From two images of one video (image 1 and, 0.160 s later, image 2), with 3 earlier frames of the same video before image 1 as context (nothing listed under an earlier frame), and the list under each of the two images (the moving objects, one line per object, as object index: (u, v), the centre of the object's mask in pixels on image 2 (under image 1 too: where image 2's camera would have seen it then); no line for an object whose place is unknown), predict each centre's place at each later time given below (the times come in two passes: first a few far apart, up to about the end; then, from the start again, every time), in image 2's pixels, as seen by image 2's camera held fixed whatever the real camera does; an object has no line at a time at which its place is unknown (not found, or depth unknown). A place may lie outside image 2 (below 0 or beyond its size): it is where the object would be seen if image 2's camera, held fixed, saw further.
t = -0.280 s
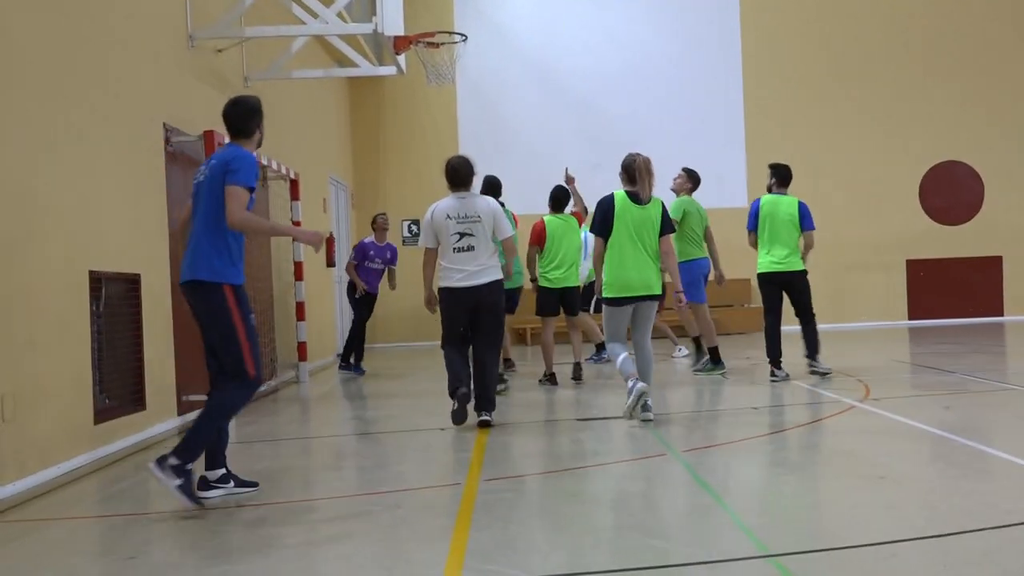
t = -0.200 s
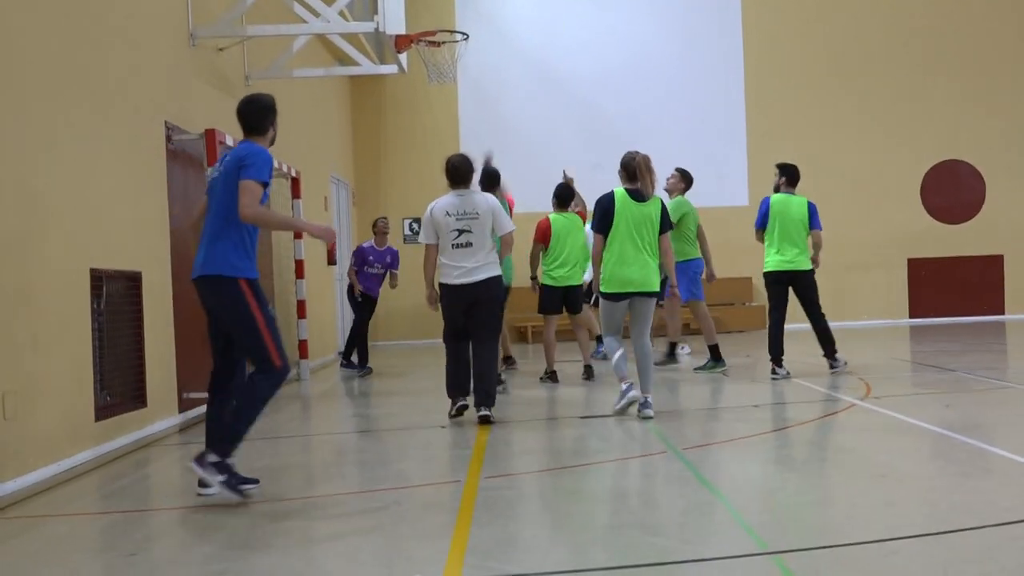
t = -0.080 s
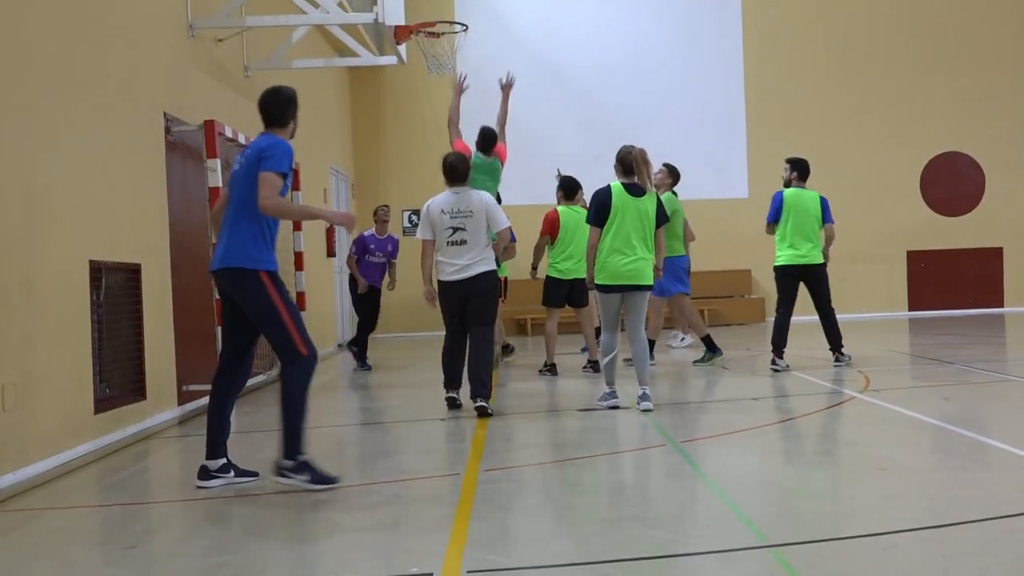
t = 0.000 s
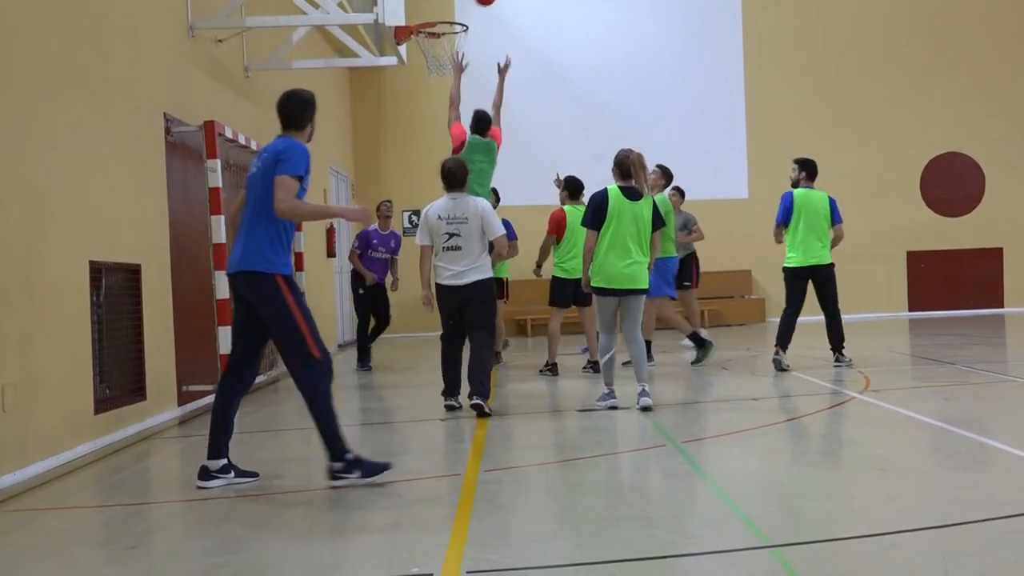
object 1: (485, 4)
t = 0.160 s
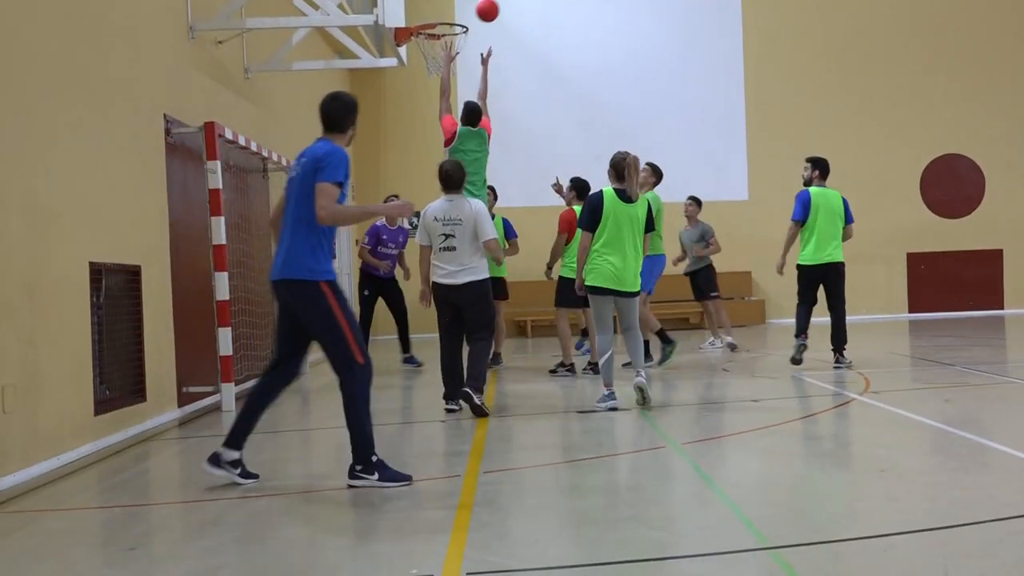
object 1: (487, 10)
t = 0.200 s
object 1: (496, 8)
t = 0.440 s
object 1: (557, 24)
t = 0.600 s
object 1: (602, 78)
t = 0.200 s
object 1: (496, 8)
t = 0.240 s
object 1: (506, 7)
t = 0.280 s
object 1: (515, 7)
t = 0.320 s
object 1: (525, 8)
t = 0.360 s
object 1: (535, 11)
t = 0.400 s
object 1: (546, 16)
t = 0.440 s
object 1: (557, 24)
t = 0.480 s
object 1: (568, 34)
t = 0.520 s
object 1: (579, 46)
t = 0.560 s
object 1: (591, 61)
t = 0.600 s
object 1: (602, 78)
